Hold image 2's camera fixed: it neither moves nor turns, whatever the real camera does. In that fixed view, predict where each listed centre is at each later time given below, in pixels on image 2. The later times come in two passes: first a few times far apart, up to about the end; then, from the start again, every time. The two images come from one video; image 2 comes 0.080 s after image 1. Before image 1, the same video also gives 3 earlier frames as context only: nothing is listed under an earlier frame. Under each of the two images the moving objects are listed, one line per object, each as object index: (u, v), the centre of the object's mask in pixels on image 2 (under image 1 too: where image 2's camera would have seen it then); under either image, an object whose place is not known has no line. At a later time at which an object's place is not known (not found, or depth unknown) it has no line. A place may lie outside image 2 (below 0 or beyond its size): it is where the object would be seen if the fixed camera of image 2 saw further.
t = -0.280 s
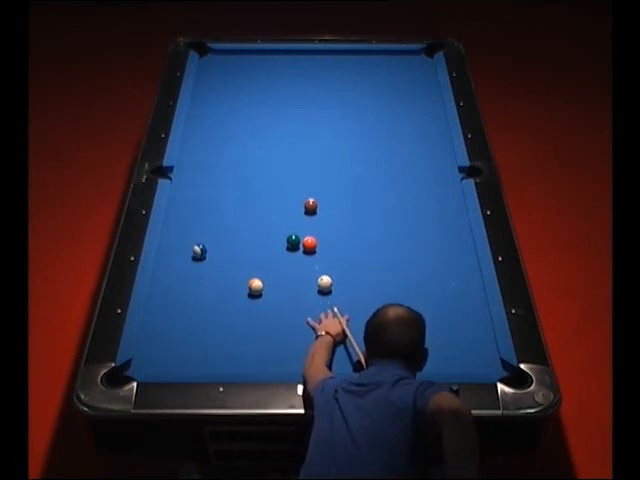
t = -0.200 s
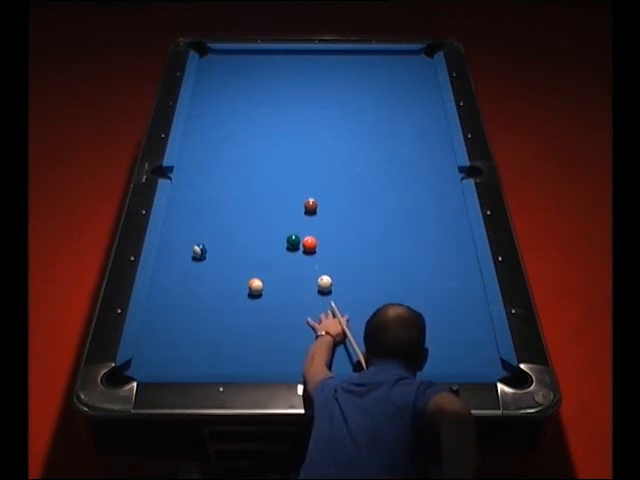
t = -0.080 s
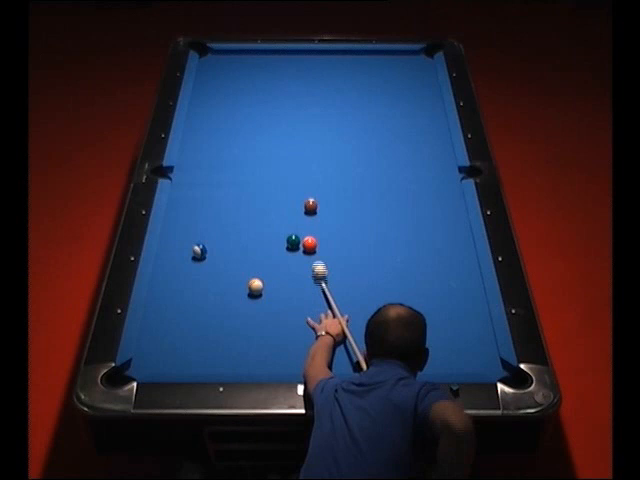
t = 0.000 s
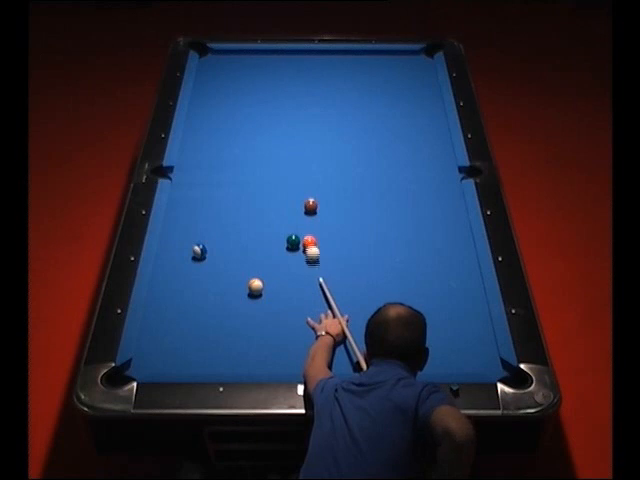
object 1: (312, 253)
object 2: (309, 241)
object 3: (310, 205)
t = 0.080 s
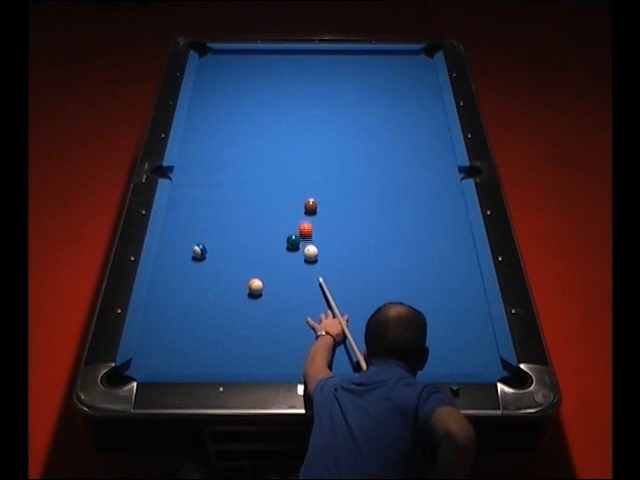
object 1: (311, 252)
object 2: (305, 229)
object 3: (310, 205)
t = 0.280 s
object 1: (307, 254)
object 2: (292, 203)
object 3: (316, 203)
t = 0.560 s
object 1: (304, 255)
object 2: (265, 180)
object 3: (332, 193)
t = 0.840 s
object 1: (302, 255)
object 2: (241, 159)
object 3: (346, 184)
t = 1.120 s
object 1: (301, 256)
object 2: (220, 140)
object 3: (359, 176)
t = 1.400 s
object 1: (301, 255)
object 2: (200, 122)
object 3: (372, 168)
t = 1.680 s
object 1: (301, 255)
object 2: (199, 108)
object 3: (382, 162)
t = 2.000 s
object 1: (302, 255)
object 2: (213, 96)
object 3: (393, 155)
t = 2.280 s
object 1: (302, 255)
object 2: (224, 86)
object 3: (401, 150)
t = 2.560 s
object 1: (300, 253)
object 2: (235, 77)
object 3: (409, 146)
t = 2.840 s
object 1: (302, 255)
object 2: (245, 69)
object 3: (416, 141)
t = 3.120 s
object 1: (302, 255)
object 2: (253, 61)
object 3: (421, 139)
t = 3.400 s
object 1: (302, 255)
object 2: (261, 55)
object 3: (426, 136)
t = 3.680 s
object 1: (302, 256)
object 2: (267, 54)
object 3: (431, 134)
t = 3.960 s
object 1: (302, 255)
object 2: (270, 56)
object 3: (434, 132)
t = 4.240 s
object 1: (302, 256)
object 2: (273, 59)
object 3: (437, 129)
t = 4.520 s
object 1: (302, 256)
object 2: (276, 61)
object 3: (439, 128)
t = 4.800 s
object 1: (302, 255)
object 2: (278, 62)
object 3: (441, 127)
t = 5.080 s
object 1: (302, 255)
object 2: (279, 64)
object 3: (441, 127)
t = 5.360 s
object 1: (302, 255)
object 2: (280, 64)
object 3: (441, 127)
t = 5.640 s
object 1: (302, 255)
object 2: (280, 64)
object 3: (441, 127)
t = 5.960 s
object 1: (302, 255)
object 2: (280, 64)
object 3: (441, 127)
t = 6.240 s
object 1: (301, 255)
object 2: (280, 64)
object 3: (441, 127)
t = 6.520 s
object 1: (301, 254)
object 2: (280, 64)
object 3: (441, 127)
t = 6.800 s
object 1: (301, 254)
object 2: (280, 64)
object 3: (441, 127)
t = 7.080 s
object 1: (301, 254)
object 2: (280, 64)
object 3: (441, 127)
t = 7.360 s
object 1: (301, 255)
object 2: (280, 64)
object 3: (441, 127)
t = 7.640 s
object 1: (301, 255)
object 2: (280, 64)
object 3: (441, 127)
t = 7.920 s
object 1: (301, 255)
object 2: (280, 64)
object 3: (441, 127)
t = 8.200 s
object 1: (301, 255)
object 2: (280, 64)
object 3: (441, 127)
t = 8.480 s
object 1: (302, 255)
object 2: (280, 64)
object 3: (441, 127)
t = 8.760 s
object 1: (301, 255)
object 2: (280, 64)
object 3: (441, 127)
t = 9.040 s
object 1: (302, 255)
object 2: (280, 64)
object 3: (441, 127)
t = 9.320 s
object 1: (301, 255)
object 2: (280, 64)
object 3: (441, 127)
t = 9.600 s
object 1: (301, 255)
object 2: (280, 64)
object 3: (441, 127)
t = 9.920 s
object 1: (301, 255)
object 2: (280, 64)
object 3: (441, 127)
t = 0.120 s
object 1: (310, 253)
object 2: (303, 222)
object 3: (310, 205)
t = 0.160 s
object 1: (309, 253)
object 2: (302, 216)
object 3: (311, 205)
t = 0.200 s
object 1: (309, 253)
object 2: (300, 210)
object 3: (311, 205)
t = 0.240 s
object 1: (308, 254)
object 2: (296, 207)
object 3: (313, 204)
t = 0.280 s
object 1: (307, 254)
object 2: (292, 203)
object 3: (316, 203)
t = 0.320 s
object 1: (307, 254)
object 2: (288, 200)
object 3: (319, 201)
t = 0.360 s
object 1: (306, 254)
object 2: (284, 197)
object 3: (321, 200)
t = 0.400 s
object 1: (306, 254)
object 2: (280, 193)
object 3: (323, 198)
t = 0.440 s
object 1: (305, 254)
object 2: (276, 189)
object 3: (325, 196)
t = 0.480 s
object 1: (305, 254)
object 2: (273, 187)
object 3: (328, 195)
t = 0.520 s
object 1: (304, 254)
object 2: (269, 184)
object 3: (330, 194)
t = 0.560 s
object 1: (304, 255)
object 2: (265, 180)
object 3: (332, 193)
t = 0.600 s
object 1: (304, 255)
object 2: (262, 177)
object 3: (334, 192)
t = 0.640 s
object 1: (303, 255)
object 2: (258, 174)
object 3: (336, 190)
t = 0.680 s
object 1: (303, 255)
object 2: (255, 171)
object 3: (338, 188)
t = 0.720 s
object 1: (303, 255)
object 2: (252, 168)
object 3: (341, 187)
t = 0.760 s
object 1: (302, 255)
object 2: (248, 165)
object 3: (343, 186)
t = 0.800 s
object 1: (302, 255)
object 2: (245, 162)
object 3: (344, 185)
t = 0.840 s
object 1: (302, 255)
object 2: (241, 159)
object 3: (346, 184)
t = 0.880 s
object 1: (302, 255)
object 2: (238, 156)
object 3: (348, 183)
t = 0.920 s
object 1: (302, 255)
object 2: (235, 153)
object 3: (350, 182)
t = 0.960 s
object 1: (301, 256)
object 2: (232, 151)
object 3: (352, 180)
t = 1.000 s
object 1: (301, 255)
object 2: (229, 148)
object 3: (354, 179)
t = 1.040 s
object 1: (301, 255)
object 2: (226, 146)
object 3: (356, 178)
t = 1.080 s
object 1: (301, 255)
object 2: (223, 143)
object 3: (358, 177)
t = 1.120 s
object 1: (301, 256)
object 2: (220, 140)
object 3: (359, 176)
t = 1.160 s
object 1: (301, 256)
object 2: (217, 138)
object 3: (361, 176)
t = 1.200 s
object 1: (301, 256)
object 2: (214, 135)
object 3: (363, 174)
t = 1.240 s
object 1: (301, 256)
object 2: (211, 133)
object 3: (365, 172)
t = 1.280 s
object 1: (300, 256)
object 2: (209, 130)
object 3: (367, 171)
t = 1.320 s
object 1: (301, 254)
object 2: (205, 127)
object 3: (369, 170)
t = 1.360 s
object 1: (303, 254)
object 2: (202, 125)
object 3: (370, 170)
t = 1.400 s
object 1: (301, 255)
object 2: (200, 122)
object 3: (372, 168)
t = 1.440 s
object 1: (301, 255)
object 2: (197, 120)
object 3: (373, 168)
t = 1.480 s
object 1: (302, 255)
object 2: (195, 118)
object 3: (375, 167)
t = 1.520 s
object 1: (301, 255)
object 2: (192, 116)
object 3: (376, 166)
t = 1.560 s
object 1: (301, 255)
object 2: (193, 114)
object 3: (377, 165)
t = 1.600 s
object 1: (301, 255)
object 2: (195, 112)
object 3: (379, 163)
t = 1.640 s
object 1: (301, 255)
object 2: (197, 110)
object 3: (381, 163)
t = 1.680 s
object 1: (301, 255)
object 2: (199, 108)
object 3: (382, 162)
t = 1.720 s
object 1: (301, 255)
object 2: (200, 107)
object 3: (384, 161)
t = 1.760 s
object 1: (301, 255)
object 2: (202, 105)
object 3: (385, 161)
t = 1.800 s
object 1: (301, 255)
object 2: (204, 103)
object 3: (386, 160)
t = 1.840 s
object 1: (301, 255)
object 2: (206, 102)
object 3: (387, 159)
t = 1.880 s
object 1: (302, 254)
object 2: (207, 100)
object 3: (389, 158)
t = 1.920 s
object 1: (302, 255)
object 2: (209, 99)
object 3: (390, 157)
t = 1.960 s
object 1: (302, 255)
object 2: (211, 97)
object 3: (392, 156)
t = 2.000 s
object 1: (302, 255)
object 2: (213, 96)
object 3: (393, 155)
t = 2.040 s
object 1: (302, 255)
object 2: (214, 94)
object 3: (394, 155)
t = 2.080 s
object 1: (302, 255)
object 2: (216, 93)
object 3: (396, 154)
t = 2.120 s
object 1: (302, 255)
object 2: (218, 91)
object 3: (397, 154)
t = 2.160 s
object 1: (302, 255)
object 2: (219, 90)
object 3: (398, 153)
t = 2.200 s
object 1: (302, 255)
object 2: (221, 89)
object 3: (399, 152)
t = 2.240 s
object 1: (302, 255)
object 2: (222, 87)
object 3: (400, 151)
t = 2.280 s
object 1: (302, 255)
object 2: (224, 86)
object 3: (401, 150)
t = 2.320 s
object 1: (302, 255)
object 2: (226, 85)
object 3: (402, 150)
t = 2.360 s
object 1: (302, 255)
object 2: (227, 83)
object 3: (404, 149)
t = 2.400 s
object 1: (302, 255)
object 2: (229, 82)
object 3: (405, 148)
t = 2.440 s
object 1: (301, 254)
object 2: (230, 80)
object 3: (406, 147)
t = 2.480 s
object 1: (301, 254)
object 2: (232, 79)
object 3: (407, 147)
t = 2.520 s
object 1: (301, 253)
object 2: (233, 78)
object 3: (408, 147)
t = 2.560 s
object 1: (300, 253)
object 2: (235, 77)
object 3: (409, 146)
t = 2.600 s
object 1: (298, 253)
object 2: (236, 76)
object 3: (410, 146)
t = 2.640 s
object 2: (238, 75)
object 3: (411, 145)
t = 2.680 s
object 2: (239, 74)
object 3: (412, 144)
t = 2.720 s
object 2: (241, 72)
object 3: (413, 144)
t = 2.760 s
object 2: (242, 71)
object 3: (414, 143)
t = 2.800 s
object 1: (304, 255)
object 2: (243, 70)
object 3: (415, 142)
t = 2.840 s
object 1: (302, 255)
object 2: (245, 69)
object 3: (416, 141)
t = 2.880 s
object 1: (302, 255)
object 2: (246, 68)
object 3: (417, 141)
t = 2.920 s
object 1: (302, 255)
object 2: (247, 66)
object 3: (417, 140)
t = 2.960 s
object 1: (302, 255)
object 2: (248, 65)
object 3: (418, 140)
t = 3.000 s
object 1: (302, 255)
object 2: (250, 64)
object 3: (419, 140)
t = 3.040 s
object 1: (302, 255)
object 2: (251, 64)
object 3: (420, 140)
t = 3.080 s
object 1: (302, 255)
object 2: (252, 63)
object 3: (420, 140)
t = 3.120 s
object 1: (302, 255)
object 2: (253, 61)
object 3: (421, 139)
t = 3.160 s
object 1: (302, 255)
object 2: (254, 61)
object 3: (422, 138)
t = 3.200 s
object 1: (302, 255)
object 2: (256, 59)
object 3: (423, 138)
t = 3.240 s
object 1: (302, 255)
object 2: (257, 59)
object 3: (423, 137)
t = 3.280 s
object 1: (302, 255)
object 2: (258, 58)
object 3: (424, 137)
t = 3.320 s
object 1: (302, 255)
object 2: (259, 57)
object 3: (425, 136)
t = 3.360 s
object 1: (302, 255)
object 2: (260, 56)
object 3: (425, 136)
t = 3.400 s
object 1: (302, 255)
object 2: (261, 55)
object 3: (426, 136)
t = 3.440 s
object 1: (302, 255)
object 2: (262, 54)
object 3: (427, 135)
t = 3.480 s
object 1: (302, 255)
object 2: (264, 53)
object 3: (428, 135)
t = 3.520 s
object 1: (302, 255)
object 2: (265, 53)
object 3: (428, 135)
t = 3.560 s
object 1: (302, 255)
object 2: (265, 53)
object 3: (429, 134)
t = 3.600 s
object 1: (302, 255)
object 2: (266, 53)
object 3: (429, 134)
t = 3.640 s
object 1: (302, 255)
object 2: (266, 54)
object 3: (430, 134)
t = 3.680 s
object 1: (302, 256)
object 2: (267, 54)
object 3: (431, 134)
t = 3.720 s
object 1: (302, 256)
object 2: (267, 54)
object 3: (431, 134)
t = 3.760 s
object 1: (302, 256)
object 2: (268, 55)
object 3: (432, 133)
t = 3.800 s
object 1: (302, 256)
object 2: (268, 55)
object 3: (432, 133)
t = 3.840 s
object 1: (302, 256)
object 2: (269, 55)
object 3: (433, 133)
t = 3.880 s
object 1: (302, 256)
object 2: (269, 56)
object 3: (433, 133)
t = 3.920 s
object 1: (302, 256)
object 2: (270, 56)
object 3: (434, 133)
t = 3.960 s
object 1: (302, 255)
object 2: (270, 56)
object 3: (434, 132)
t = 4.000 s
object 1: (302, 256)
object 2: (271, 57)
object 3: (434, 132)
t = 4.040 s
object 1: (302, 256)
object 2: (271, 57)
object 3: (435, 131)
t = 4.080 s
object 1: (302, 256)
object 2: (271, 57)
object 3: (435, 131)
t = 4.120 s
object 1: (302, 256)
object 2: (272, 57)
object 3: (436, 130)
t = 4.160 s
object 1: (302, 256)
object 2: (272, 58)
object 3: (436, 130)
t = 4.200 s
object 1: (302, 256)
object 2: (273, 58)
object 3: (437, 130)
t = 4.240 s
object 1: (302, 256)
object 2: (273, 59)
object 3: (437, 129)
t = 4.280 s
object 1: (302, 256)
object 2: (273, 59)
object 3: (437, 129)
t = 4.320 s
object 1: (302, 256)
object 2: (274, 59)
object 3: (438, 129)
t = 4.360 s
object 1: (302, 256)
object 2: (274, 60)
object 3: (438, 128)
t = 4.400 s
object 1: (302, 256)
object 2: (275, 60)
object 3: (438, 128)
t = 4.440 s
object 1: (302, 256)
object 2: (275, 60)
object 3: (439, 128)
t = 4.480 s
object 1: (302, 256)
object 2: (275, 60)
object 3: (439, 128)
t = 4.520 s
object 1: (302, 256)
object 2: (276, 61)
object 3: (439, 128)
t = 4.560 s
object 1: (302, 256)
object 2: (276, 61)
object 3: (439, 128)
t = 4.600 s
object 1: (302, 256)
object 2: (276, 61)
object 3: (440, 127)
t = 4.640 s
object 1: (302, 255)
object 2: (277, 61)
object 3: (440, 127)
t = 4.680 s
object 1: (302, 255)
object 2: (277, 61)
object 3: (440, 128)
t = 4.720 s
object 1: (302, 255)
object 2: (277, 62)
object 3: (440, 127)
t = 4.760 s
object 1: (302, 255)
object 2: (277, 62)
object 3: (441, 127)
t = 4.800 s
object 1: (302, 255)
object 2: (278, 62)
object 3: (441, 127)
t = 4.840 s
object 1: (302, 255)
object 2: (278, 62)
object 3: (441, 127)
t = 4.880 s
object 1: (302, 255)
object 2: (278, 62)
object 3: (441, 127)
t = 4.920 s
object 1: (302, 255)
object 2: (278, 63)
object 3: (441, 127)
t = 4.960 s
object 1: (302, 255)
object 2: (278, 63)
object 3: (442, 127)
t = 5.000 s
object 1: (302, 255)
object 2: (279, 63)
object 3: (442, 127)
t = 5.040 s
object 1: (302, 255)
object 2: (278, 63)
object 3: (441, 127)
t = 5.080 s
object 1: (302, 255)
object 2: (279, 64)
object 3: (441, 127)
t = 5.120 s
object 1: (302, 255)
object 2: (279, 64)
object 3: (441, 127)
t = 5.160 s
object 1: (302, 255)
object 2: (279, 64)
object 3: (441, 127)
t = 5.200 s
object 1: (302, 255)
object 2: (279, 64)
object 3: (441, 127)
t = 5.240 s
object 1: (301, 255)
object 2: (279, 64)
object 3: (441, 127)
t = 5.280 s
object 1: (301, 255)
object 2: (279, 64)
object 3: (441, 127)
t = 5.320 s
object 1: (302, 255)
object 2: (280, 64)
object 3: (441, 127)
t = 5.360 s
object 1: (302, 255)
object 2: (280, 64)
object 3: (441, 127)
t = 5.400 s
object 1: (301, 255)
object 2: (280, 64)
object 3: (441, 127)
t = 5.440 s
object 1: (302, 255)
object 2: (280, 64)
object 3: (441, 127)
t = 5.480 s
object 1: (301, 255)
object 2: (280, 64)
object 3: (441, 127)
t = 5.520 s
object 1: (302, 255)
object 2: (280, 64)
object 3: (441, 127)
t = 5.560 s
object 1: (301, 255)
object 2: (280, 64)
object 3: (441, 127)
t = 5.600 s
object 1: (302, 255)
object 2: (280, 64)
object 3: (441, 127)
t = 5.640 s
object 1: (302, 255)
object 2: (280, 64)
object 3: (441, 127)
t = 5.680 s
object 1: (302, 255)
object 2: (280, 64)
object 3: (441, 127)
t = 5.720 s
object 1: (302, 255)
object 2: (280, 64)
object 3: (441, 127)
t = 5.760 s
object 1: (302, 255)
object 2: (280, 64)
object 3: (441, 127)
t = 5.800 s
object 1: (302, 255)
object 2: (280, 64)
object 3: (441, 127)
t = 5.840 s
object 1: (301, 255)
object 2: (280, 64)
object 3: (441, 127)
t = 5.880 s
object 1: (302, 255)
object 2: (280, 64)
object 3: (441, 127)
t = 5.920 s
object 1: (302, 255)
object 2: (280, 64)
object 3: (441, 127)
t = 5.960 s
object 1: (302, 255)
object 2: (280, 64)
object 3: (441, 127)
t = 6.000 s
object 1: (302, 255)
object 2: (280, 64)
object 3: (441, 127)
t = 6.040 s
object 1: (302, 255)
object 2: (280, 64)
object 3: (441, 127)
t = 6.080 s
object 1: (302, 255)
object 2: (280, 64)
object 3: (441, 127)
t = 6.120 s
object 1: (302, 255)
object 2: (280, 64)
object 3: (441, 127)
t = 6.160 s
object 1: (302, 255)
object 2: (280, 64)
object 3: (441, 127)
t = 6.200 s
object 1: (301, 255)
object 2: (280, 64)
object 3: (441, 127)
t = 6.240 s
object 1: (301, 255)
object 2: (280, 64)
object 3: (441, 127)
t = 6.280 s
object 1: (301, 255)
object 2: (280, 64)
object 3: (441, 127)
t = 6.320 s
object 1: (301, 255)
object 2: (280, 64)
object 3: (441, 127)
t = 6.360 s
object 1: (301, 255)
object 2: (280, 64)
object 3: (441, 127)
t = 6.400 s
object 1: (301, 254)
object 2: (280, 64)
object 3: (441, 127)
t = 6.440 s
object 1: (301, 254)
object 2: (280, 64)
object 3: (441, 127)
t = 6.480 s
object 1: (301, 254)
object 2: (280, 64)
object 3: (441, 127)
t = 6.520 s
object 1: (301, 254)
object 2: (280, 64)
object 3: (441, 127)
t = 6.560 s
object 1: (301, 254)
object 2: (280, 64)
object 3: (441, 127)
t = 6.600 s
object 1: (301, 254)
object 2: (280, 64)
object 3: (441, 127)
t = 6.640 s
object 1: (301, 254)
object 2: (280, 64)
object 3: (441, 127)
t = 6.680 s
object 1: (301, 254)
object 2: (280, 64)
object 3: (441, 127)
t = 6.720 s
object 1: (301, 254)
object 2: (280, 64)
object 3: (441, 127)
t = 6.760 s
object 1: (301, 254)
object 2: (280, 64)
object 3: (441, 127)
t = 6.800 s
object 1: (301, 254)
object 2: (280, 64)
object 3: (441, 127)
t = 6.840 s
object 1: (301, 254)
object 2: (280, 64)
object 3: (441, 127)
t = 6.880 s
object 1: (301, 254)
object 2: (280, 64)
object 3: (441, 127)
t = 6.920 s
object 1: (301, 254)
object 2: (280, 64)
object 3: (441, 127)
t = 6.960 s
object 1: (301, 254)
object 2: (280, 64)
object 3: (441, 127)
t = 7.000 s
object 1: (301, 255)
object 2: (280, 64)
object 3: (441, 127)
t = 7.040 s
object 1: (301, 254)
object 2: (280, 64)
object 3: (441, 127)
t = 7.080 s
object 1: (301, 254)
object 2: (280, 64)
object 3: (441, 127)
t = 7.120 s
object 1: (301, 255)
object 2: (280, 64)
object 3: (441, 127)
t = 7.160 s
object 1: (301, 255)
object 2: (280, 64)
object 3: (441, 127)
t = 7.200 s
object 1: (301, 255)
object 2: (280, 64)
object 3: (441, 127)
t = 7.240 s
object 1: (301, 255)
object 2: (280, 64)
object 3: (441, 127)
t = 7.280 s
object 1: (301, 255)
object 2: (280, 64)
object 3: (441, 127)
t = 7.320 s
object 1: (301, 255)
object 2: (280, 64)
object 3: (441, 127)
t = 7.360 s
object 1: (301, 255)
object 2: (280, 64)
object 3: (441, 127)
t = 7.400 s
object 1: (301, 255)
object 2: (280, 64)
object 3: (441, 127)
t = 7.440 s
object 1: (301, 255)
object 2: (280, 64)
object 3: (441, 127)
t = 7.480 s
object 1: (301, 255)
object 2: (280, 64)
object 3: (441, 127)
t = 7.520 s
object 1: (301, 255)
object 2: (280, 64)
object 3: (441, 127)
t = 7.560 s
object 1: (301, 255)
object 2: (280, 64)
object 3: (441, 127)
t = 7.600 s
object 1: (301, 255)
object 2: (280, 64)
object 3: (441, 127)
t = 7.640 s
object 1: (301, 255)
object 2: (280, 64)
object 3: (441, 127)
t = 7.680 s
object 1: (301, 255)
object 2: (280, 64)
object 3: (441, 127)
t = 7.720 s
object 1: (301, 255)
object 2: (280, 64)
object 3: (441, 127)
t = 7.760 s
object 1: (301, 255)
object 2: (280, 64)
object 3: (441, 127)
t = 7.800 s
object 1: (301, 255)
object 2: (280, 64)
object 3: (441, 127)
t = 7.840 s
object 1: (301, 255)
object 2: (280, 64)
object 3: (441, 127)
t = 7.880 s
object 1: (301, 255)
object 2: (280, 64)
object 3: (441, 127)
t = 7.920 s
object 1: (301, 255)
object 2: (280, 64)
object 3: (441, 127)
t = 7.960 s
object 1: (301, 255)
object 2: (280, 64)
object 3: (441, 127)
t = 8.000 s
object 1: (302, 255)
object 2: (280, 64)
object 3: (441, 127)
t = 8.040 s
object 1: (301, 255)
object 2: (280, 64)
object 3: (441, 127)
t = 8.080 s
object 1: (301, 255)
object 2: (280, 64)
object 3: (441, 127)
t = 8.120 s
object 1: (301, 255)
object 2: (280, 64)
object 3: (441, 127)
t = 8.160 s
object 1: (301, 255)
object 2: (280, 64)
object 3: (441, 127)
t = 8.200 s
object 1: (301, 255)
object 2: (280, 64)
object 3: (441, 127)
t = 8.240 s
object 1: (301, 255)
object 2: (280, 64)
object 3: (441, 127)
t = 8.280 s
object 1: (301, 255)
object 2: (280, 64)
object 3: (441, 127)
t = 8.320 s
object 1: (301, 255)
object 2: (280, 64)
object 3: (441, 127)
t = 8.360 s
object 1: (302, 255)
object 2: (280, 64)
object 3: (441, 127)
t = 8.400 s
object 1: (301, 255)
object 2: (280, 64)
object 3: (441, 127)
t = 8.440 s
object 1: (301, 255)
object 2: (280, 64)
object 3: (441, 127)
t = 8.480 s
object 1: (302, 255)
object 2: (280, 64)
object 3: (441, 127)
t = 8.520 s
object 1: (301, 255)
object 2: (280, 64)
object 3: (441, 127)
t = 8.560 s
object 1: (301, 255)
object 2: (280, 64)
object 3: (441, 127)
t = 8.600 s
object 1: (302, 255)
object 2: (280, 64)
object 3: (441, 127)
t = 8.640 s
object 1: (301, 255)
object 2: (280, 64)
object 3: (441, 127)
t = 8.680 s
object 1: (301, 255)
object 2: (280, 64)
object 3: (441, 127)
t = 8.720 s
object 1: (301, 255)
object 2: (280, 64)
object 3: (441, 127)
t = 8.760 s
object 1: (301, 255)
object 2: (280, 64)
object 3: (441, 127)
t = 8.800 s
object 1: (301, 255)
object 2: (280, 64)
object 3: (441, 127)
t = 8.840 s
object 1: (302, 255)
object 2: (280, 64)
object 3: (441, 127)
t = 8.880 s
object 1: (302, 255)
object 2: (280, 64)
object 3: (441, 127)
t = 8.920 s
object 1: (301, 255)
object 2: (280, 64)
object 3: (441, 127)
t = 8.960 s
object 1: (301, 255)
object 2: (280, 64)
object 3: (441, 127)
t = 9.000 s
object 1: (302, 255)
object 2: (280, 64)
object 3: (441, 127)
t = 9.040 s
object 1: (302, 255)
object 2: (280, 64)
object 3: (441, 127)
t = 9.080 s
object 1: (301, 255)
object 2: (280, 64)
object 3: (441, 127)
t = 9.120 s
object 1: (302, 255)
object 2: (280, 64)
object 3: (441, 127)
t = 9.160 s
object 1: (301, 255)
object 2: (280, 64)
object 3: (441, 127)
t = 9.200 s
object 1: (302, 255)
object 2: (280, 64)
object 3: (441, 127)
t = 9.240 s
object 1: (302, 255)
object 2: (280, 64)
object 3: (441, 127)
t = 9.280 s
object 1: (302, 255)
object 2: (280, 64)
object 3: (441, 127)
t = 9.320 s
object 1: (301, 255)
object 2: (280, 64)
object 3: (441, 127)
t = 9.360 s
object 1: (302, 255)
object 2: (280, 64)
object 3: (441, 127)
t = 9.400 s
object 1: (301, 255)
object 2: (280, 64)
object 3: (441, 127)
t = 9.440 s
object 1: (302, 255)
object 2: (280, 64)
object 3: (441, 127)
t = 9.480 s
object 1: (302, 255)
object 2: (280, 64)
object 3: (441, 127)
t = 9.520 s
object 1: (301, 255)
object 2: (280, 64)
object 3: (441, 127)
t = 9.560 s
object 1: (301, 255)
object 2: (280, 64)
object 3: (441, 127)
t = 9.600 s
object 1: (301, 255)
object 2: (280, 64)
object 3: (441, 127)
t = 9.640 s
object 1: (301, 255)
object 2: (280, 64)
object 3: (441, 127)
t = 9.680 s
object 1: (301, 255)
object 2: (280, 64)
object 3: (441, 127)
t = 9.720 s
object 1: (301, 255)
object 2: (280, 64)
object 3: (441, 127)
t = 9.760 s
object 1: (301, 255)
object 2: (280, 64)
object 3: (441, 127)
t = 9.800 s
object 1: (301, 255)
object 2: (280, 64)
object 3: (441, 127)
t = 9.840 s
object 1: (301, 255)
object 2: (280, 64)
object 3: (441, 127)
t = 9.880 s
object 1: (301, 255)
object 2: (280, 64)
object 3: (441, 127)
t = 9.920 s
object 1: (301, 255)
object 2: (280, 64)
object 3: (441, 127)
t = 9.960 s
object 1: (301, 255)
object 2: (280, 64)
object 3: (441, 127)
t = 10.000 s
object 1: (301, 255)
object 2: (280, 64)
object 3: (441, 127)
